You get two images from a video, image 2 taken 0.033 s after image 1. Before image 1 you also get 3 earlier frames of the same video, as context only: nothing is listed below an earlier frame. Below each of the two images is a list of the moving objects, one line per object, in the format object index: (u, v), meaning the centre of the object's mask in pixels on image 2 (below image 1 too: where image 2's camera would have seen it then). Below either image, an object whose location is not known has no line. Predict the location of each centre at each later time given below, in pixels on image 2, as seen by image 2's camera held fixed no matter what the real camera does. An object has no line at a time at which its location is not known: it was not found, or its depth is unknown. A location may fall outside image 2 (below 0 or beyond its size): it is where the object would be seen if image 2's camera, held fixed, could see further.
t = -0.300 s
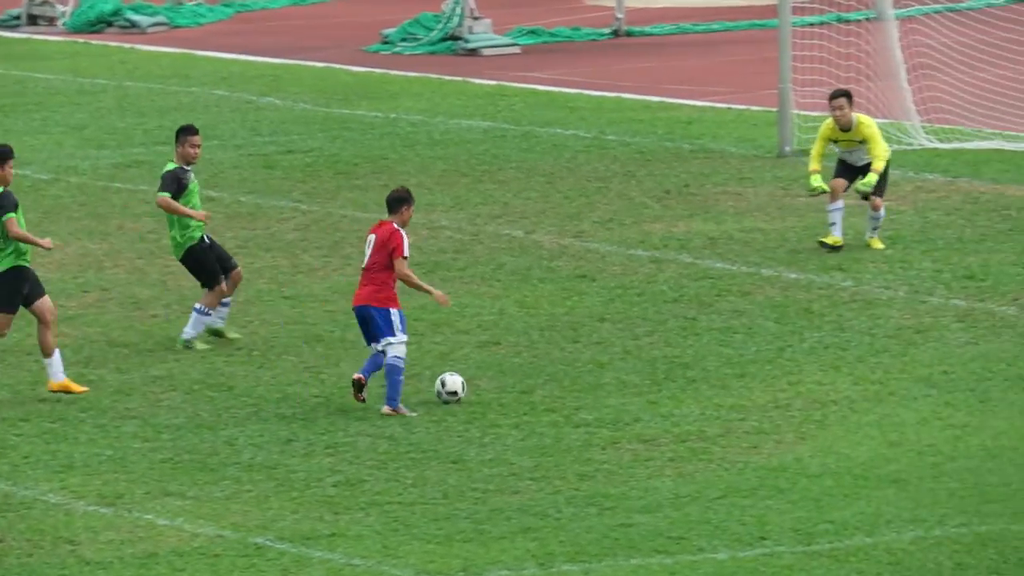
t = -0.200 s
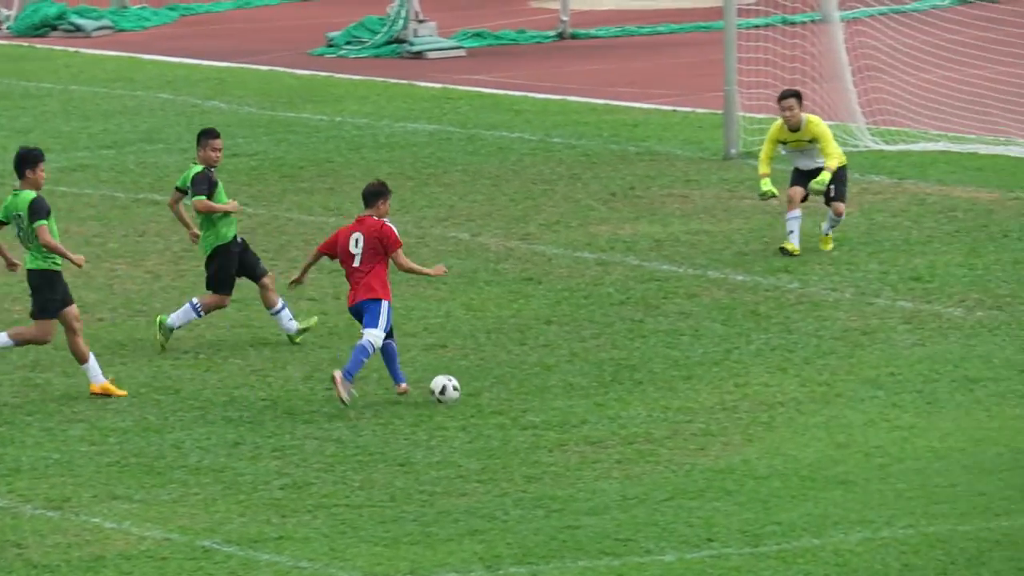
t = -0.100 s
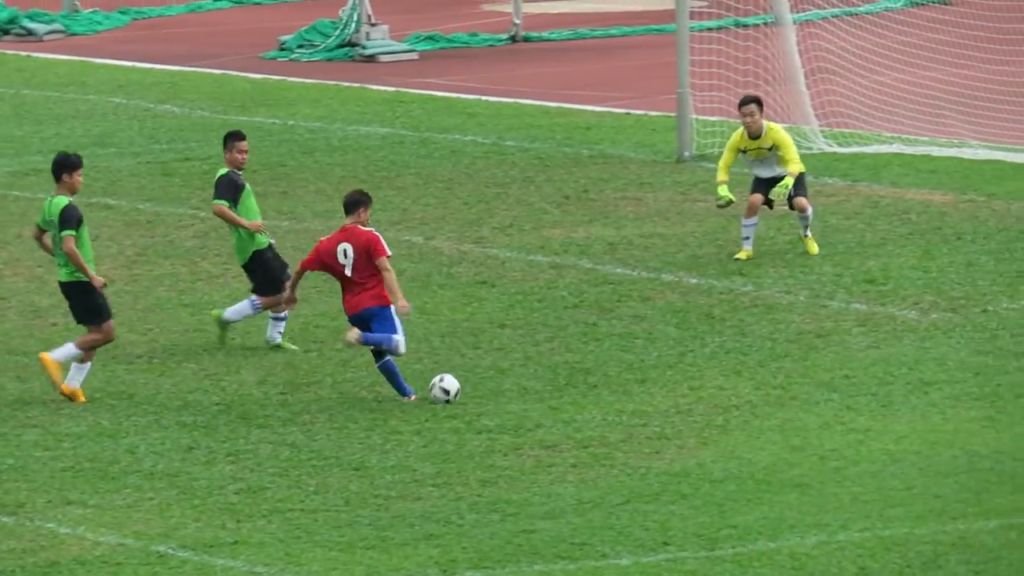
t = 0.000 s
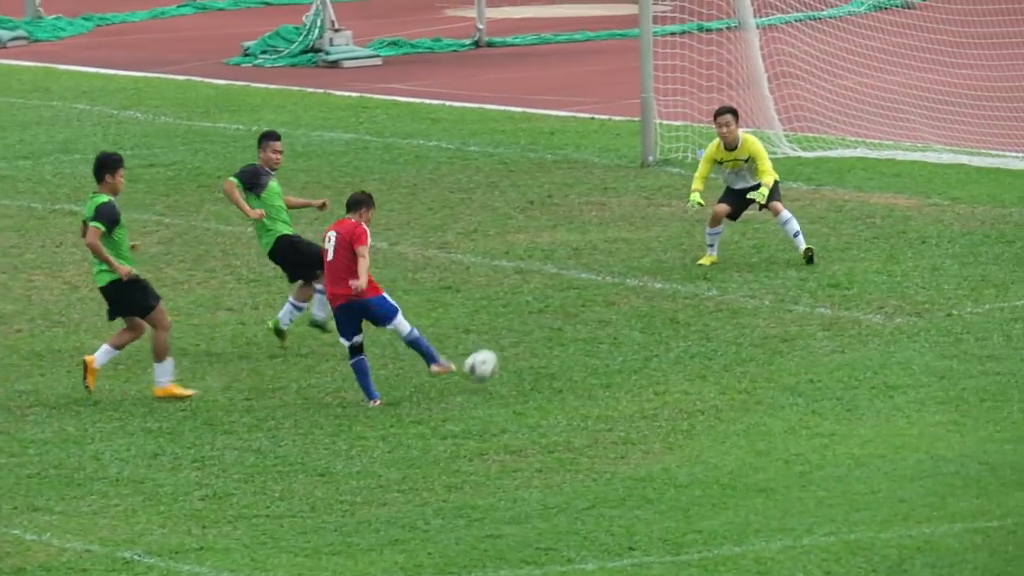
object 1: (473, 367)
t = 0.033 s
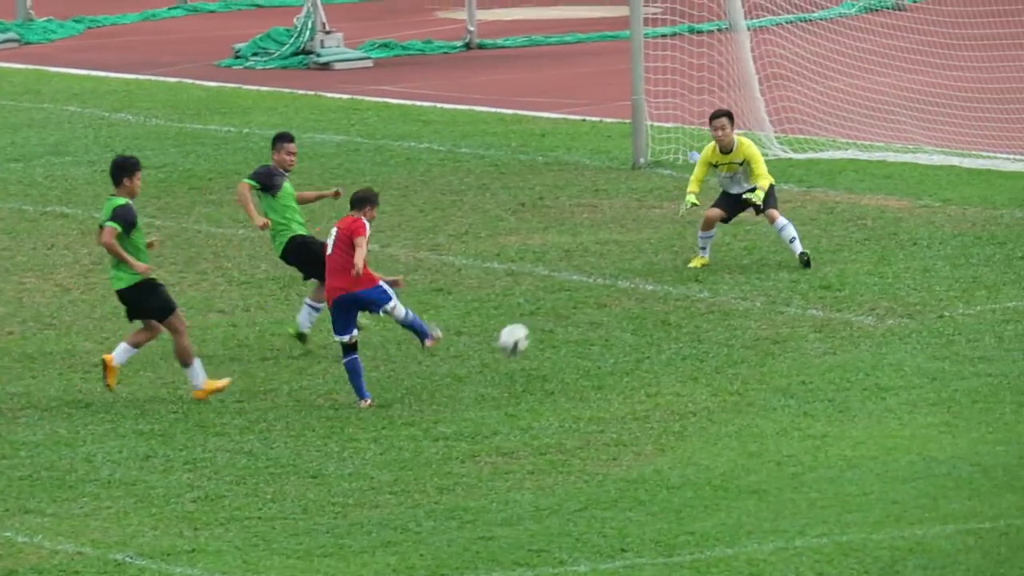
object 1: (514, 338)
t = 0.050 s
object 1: (533, 324)
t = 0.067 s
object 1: (552, 315)
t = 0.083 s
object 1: (571, 302)
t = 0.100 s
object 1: (590, 291)
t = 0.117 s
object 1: (609, 281)
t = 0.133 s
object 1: (628, 272)
